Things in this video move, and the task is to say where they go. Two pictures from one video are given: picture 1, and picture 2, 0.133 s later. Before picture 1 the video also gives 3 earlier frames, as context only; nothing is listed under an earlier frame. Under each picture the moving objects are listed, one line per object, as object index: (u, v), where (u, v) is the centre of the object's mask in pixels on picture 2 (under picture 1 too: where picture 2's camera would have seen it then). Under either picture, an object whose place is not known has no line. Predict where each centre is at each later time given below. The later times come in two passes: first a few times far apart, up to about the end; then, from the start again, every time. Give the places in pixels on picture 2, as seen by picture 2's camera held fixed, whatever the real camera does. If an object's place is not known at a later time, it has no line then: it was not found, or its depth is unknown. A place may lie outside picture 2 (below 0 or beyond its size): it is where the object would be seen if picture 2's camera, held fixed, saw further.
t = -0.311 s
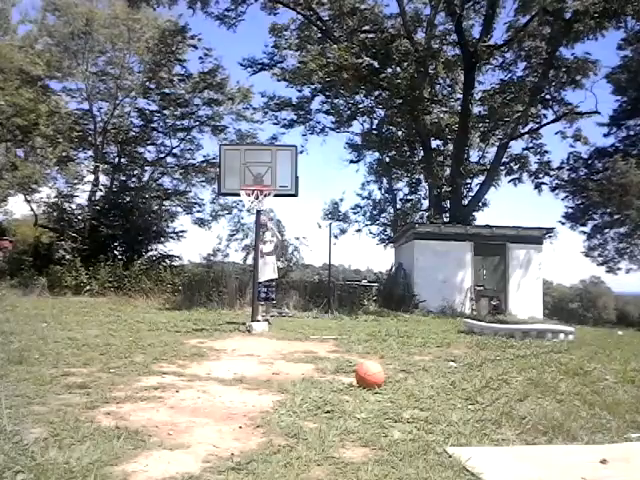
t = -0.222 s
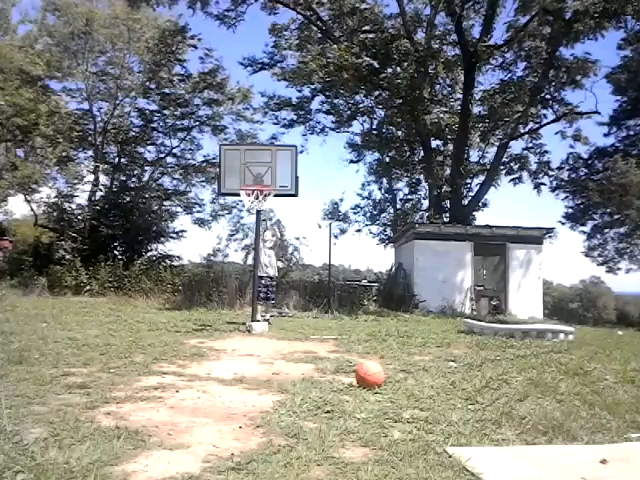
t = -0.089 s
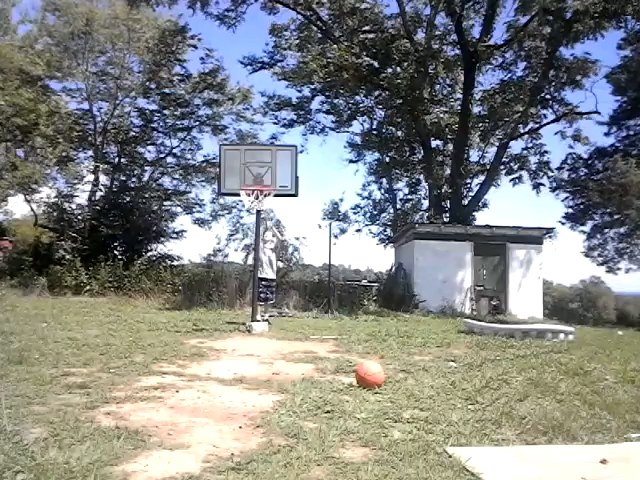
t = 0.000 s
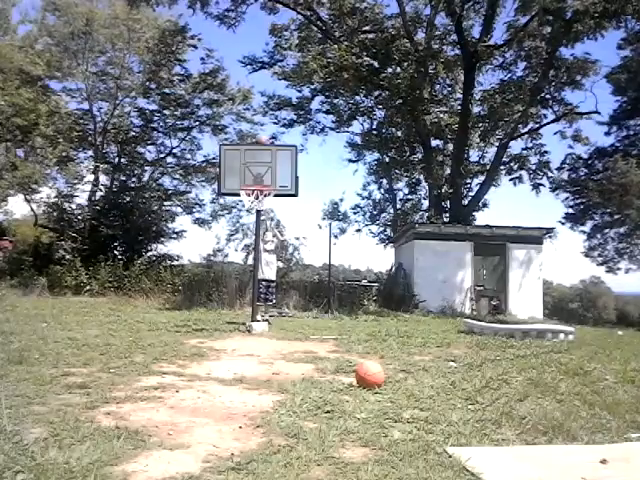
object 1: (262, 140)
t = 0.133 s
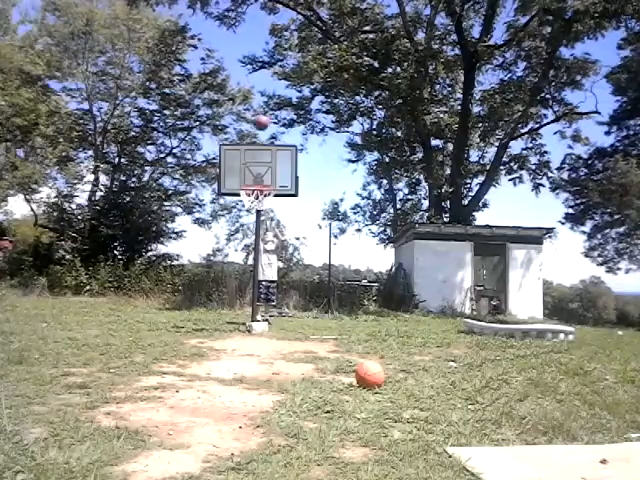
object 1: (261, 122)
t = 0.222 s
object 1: (261, 114)
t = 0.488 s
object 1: (256, 120)
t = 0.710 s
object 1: (253, 172)
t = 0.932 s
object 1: (245, 278)
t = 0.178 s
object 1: (261, 118)
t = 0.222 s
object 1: (261, 114)
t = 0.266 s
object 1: (260, 112)
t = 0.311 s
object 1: (260, 111)
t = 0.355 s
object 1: (260, 111)
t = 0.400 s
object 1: (259, 112)
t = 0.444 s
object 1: (258, 116)
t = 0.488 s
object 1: (256, 120)
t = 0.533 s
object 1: (256, 127)
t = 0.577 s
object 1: (255, 135)
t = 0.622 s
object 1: (254, 145)
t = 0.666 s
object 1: (253, 157)
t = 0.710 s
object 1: (253, 172)
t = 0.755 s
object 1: (251, 188)
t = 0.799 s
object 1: (249, 207)
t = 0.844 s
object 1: (248, 228)
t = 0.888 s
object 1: (247, 251)
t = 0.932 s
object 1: (245, 278)
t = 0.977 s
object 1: (243, 309)
